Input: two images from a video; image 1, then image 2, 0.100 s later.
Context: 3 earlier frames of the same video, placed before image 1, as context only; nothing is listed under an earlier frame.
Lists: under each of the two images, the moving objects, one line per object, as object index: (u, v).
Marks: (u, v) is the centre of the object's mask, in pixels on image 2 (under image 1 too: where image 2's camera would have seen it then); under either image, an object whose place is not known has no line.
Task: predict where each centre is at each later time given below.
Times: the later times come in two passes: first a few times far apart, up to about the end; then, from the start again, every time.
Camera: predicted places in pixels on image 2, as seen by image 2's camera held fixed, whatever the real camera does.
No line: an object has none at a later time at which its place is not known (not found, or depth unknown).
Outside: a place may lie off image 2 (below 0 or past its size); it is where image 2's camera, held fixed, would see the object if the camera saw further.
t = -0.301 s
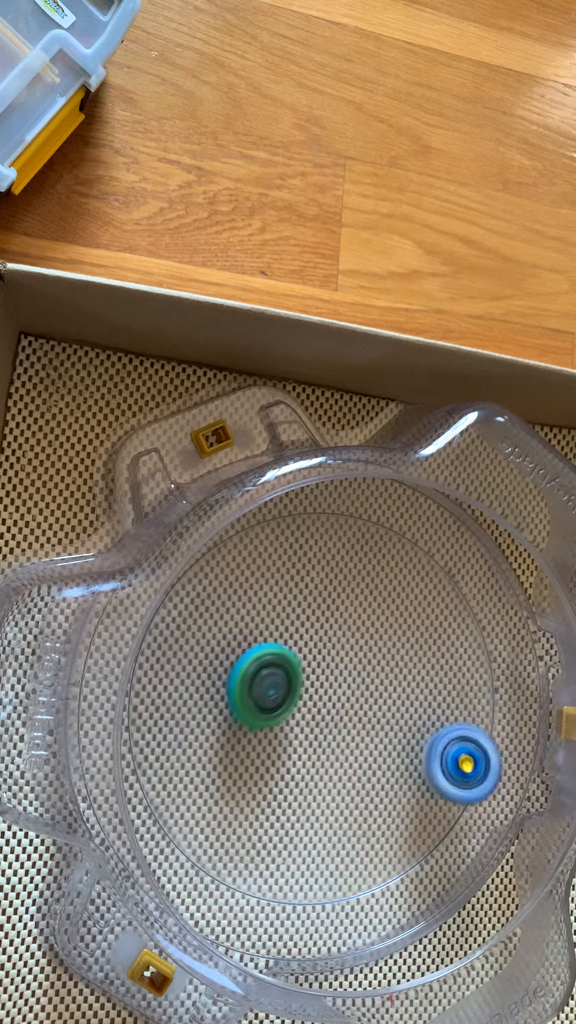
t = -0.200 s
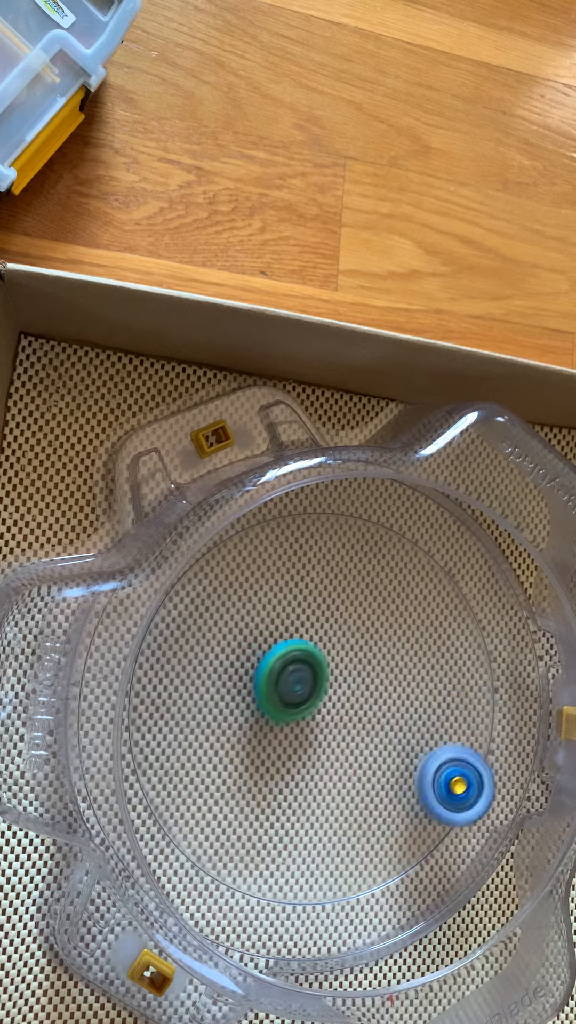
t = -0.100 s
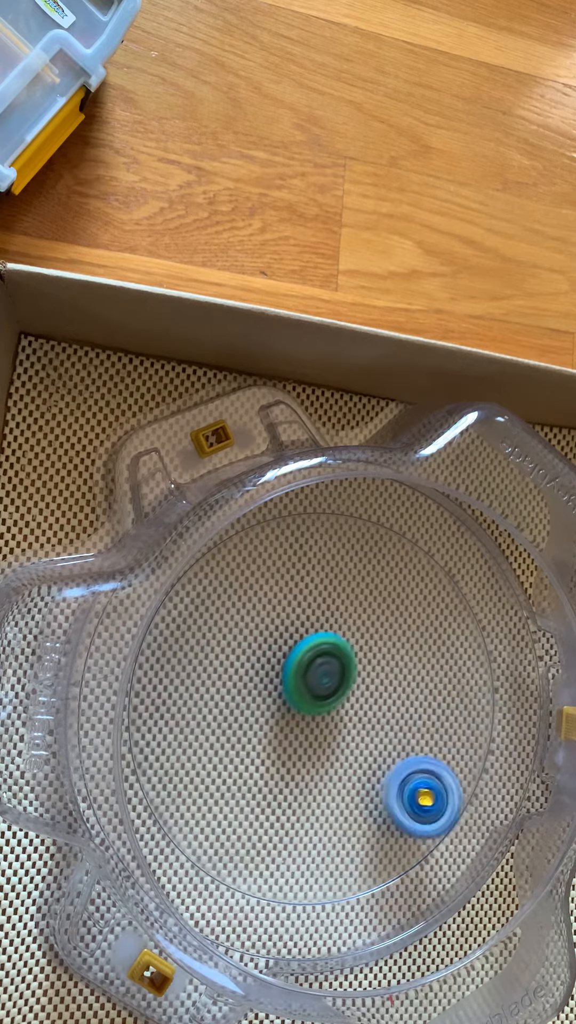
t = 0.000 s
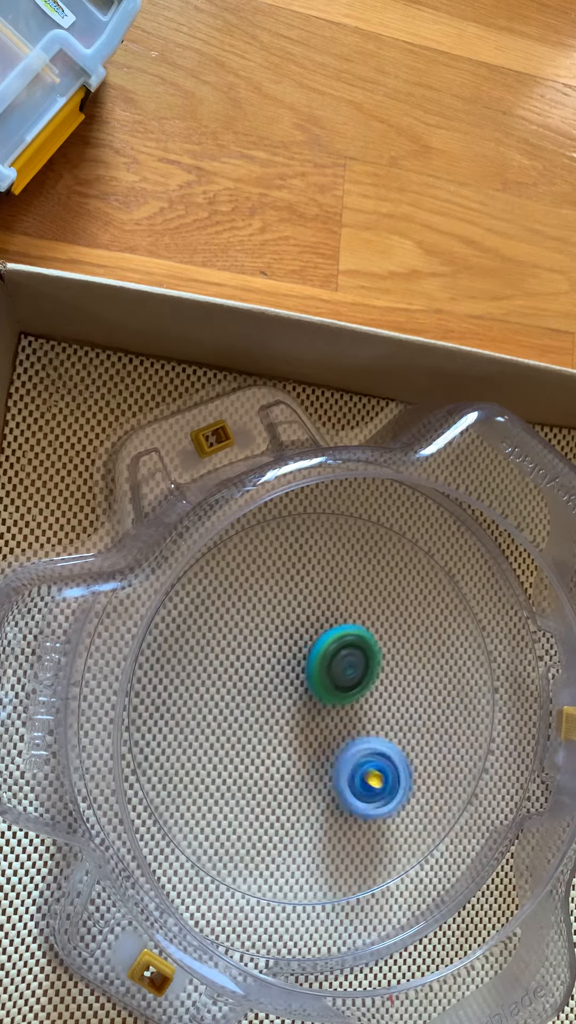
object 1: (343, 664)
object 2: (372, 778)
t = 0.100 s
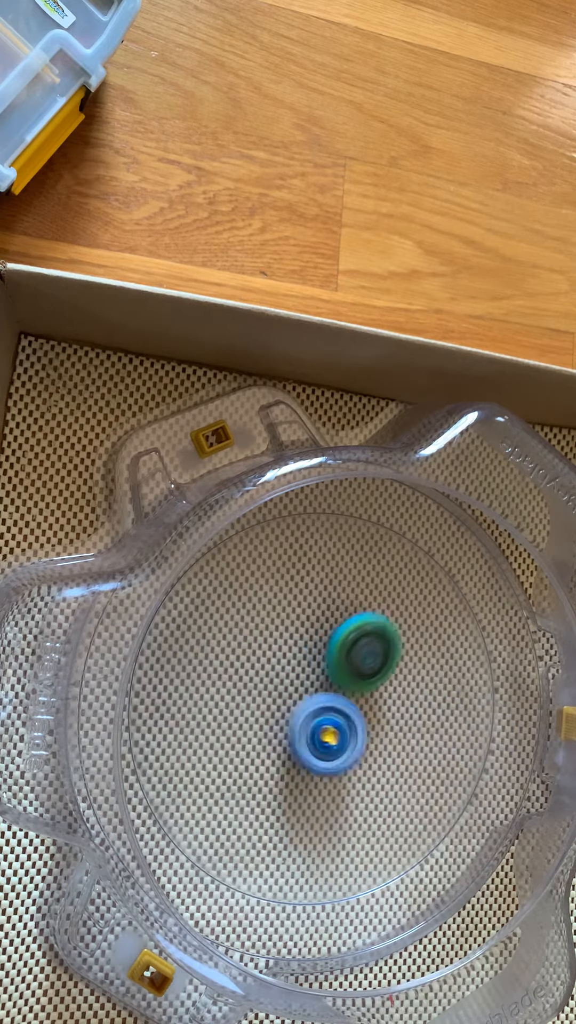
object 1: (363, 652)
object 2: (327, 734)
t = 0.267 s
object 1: (390, 617)
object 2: (274, 680)
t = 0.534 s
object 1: (364, 649)
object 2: (326, 578)
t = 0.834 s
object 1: (341, 759)
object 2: (395, 685)
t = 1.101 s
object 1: (298, 878)
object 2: (354, 721)
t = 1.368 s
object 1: (294, 724)
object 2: (342, 642)
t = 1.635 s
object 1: (340, 665)
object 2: (427, 630)
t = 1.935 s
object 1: (326, 672)
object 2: (393, 772)
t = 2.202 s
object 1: (347, 692)
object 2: (255, 753)
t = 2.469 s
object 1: (346, 699)
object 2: (241, 624)
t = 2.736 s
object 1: (337, 705)
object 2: (360, 624)
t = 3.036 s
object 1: (313, 738)
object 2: (432, 734)
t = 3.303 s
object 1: (295, 692)
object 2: (332, 838)
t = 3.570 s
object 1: (282, 667)
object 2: (226, 762)
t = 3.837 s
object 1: (354, 664)
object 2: (229, 626)
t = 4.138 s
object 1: (398, 716)
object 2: (350, 593)
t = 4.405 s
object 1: (391, 779)
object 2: (388, 686)
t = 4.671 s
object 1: (332, 826)
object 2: (297, 703)
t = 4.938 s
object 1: (319, 742)
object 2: (291, 621)
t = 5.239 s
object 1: (317, 723)
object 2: (390, 668)
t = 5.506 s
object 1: (290, 723)
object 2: (358, 772)
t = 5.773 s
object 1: (248, 681)
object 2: (286, 759)
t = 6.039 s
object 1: (226, 647)
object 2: (354, 698)
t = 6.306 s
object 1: (280, 675)
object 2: (382, 753)
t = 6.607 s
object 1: (337, 603)
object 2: (317, 816)
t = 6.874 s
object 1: (345, 637)
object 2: (281, 721)
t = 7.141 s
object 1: (400, 668)
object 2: (297, 686)
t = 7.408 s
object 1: (401, 715)
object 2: (310, 701)
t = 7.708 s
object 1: (336, 787)
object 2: (297, 707)
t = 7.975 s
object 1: (280, 810)
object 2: (320, 697)
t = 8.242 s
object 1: (260, 749)
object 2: (345, 717)
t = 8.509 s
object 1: (253, 695)
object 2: (352, 727)
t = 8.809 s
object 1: (260, 658)
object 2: (356, 727)
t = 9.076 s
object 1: (300, 661)
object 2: (339, 738)
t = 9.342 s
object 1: (368, 629)
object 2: (322, 738)
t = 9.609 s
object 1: (385, 663)
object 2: (291, 727)
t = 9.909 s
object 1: (403, 769)
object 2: (281, 669)
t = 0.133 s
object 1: (372, 641)
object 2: (312, 728)
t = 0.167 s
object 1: (379, 632)
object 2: (298, 719)
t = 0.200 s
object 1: (385, 625)
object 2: (287, 708)
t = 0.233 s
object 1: (388, 620)
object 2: (279, 694)
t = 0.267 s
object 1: (390, 617)
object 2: (274, 680)
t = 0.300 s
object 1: (390, 616)
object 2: (272, 664)
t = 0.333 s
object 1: (389, 616)
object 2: (271, 647)
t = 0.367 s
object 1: (387, 617)
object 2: (275, 631)
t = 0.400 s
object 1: (384, 620)
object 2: (280, 616)
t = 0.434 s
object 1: (380, 625)
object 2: (289, 603)
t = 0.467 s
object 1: (374, 631)
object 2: (299, 591)
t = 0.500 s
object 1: (370, 639)
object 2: (312, 584)
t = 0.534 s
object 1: (364, 649)
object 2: (326, 578)
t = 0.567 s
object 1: (358, 660)
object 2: (341, 576)
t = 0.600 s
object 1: (353, 671)
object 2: (355, 580)
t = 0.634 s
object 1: (349, 682)
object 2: (368, 587)
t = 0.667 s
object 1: (347, 694)
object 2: (379, 601)
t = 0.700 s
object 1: (345, 706)
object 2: (388, 615)
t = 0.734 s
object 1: (344, 718)
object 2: (392, 633)
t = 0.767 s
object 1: (344, 729)
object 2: (394, 653)
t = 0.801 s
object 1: (345, 740)
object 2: (393, 672)
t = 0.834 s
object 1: (341, 759)
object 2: (395, 685)
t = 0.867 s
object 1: (337, 777)
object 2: (395, 698)
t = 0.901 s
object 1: (334, 793)
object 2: (391, 711)
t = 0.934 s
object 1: (333, 807)
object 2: (383, 727)
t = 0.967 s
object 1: (332, 818)
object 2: (374, 740)
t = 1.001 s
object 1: (327, 831)
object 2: (367, 744)
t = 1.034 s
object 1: (317, 852)
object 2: (364, 736)
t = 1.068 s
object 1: (307, 868)
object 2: (359, 729)
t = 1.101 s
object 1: (298, 878)
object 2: (354, 721)
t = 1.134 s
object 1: (291, 880)
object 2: (348, 712)
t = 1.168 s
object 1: (283, 871)
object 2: (343, 703)
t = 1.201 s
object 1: (279, 855)
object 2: (338, 692)
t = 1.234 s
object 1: (277, 835)
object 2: (335, 681)
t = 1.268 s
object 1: (276, 809)
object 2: (335, 670)
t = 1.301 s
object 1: (279, 781)
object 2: (336, 659)
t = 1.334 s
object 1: (285, 752)
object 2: (338, 650)
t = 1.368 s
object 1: (294, 724)
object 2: (342, 642)
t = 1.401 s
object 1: (302, 703)
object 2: (350, 630)
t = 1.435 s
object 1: (305, 692)
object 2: (364, 617)
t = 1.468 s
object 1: (310, 684)
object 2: (377, 608)
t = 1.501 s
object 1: (316, 677)
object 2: (390, 604)
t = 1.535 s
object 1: (321, 672)
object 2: (401, 605)
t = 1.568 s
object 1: (327, 668)
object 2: (412, 610)
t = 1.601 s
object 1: (334, 666)
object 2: (421, 618)
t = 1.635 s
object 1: (340, 665)
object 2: (427, 630)
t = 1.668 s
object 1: (346, 664)
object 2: (430, 644)
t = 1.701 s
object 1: (350, 664)
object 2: (430, 660)
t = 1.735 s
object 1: (344, 663)
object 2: (437, 678)
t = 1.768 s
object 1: (338, 663)
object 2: (441, 698)
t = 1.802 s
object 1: (333, 664)
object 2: (439, 715)
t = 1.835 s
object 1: (329, 665)
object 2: (433, 733)
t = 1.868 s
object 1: (327, 667)
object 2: (423, 748)
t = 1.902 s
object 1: (325, 669)
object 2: (409, 761)
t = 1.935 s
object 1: (326, 672)
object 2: (393, 772)
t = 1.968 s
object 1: (326, 674)
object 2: (376, 780)
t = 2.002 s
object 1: (329, 677)
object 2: (357, 784)
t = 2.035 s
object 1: (331, 680)
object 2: (337, 786)
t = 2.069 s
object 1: (335, 683)
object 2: (319, 785)
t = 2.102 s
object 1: (338, 687)
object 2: (300, 780)
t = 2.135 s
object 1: (342, 688)
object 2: (284, 773)
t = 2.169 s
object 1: (345, 691)
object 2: (268, 765)
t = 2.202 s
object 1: (347, 692)
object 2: (255, 753)
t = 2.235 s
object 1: (349, 693)
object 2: (243, 739)
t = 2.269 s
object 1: (349, 694)
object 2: (234, 724)
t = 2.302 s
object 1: (349, 694)
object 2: (228, 708)
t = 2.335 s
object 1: (349, 695)
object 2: (223, 690)
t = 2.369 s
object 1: (349, 696)
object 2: (222, 672)
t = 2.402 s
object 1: (348, 697)
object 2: (225, 656)
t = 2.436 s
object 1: (347, 698)
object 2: (231, 638)
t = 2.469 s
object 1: (346, 699)
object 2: (241, 624)
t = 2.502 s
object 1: (345, 700)
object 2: (252, 612)
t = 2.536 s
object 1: (344, 700)
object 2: (266, 603)
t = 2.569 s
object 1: (343, 701)
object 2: (283, 597)
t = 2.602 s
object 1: (342, 701)
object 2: (298, 595)
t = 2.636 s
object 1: (341, 702)
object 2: (316, 597)
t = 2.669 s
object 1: (340, 703)
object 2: (331, 602)
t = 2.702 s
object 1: (338, 704)
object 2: (346, 611)
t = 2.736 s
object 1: (337, 705)
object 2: (360, 624)
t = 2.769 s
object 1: (333, 711)
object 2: (374, 630)
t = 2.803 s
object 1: (327, 720)
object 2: (391, 636)
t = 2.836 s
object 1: (322, 727)
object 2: (405, 644)
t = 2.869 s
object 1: (319, 732)
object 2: (417, 656)
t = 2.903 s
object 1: (317, 734)
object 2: (425, 669)
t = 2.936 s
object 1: (316, 736)
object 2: (432, 683)
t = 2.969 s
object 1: (315, 737)
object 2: (435, 700)
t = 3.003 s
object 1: (314, 737)
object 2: (435, 717)
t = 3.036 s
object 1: (313, 738)
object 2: (432, 734)
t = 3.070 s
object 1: (313, 738)
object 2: (425, 749)
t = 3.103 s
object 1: (313, 738)
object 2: (414, 764)
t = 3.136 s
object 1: (313, 738)
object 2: (401, 776)
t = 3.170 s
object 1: (312, 738)
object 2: (386, 784)
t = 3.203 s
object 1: (309, 733)
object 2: (371, 795)
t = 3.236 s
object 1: (304, 718)
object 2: (360, 815)
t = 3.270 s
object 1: (299, 704)
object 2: (347, 829)
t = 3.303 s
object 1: (295, 692)
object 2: (332, 838)
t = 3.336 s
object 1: (292, 684)
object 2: (316, 843)
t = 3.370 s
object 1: (290, 676)
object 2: (299, 844)
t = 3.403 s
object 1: (288, 670)
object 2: (281, 840)
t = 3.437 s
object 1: (287, 667)
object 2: (265, 831)
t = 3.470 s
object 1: (286, 666)
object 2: (251, 819)
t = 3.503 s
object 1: (285, 665)
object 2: (239, 802)
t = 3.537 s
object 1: (284, 666)
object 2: (231, 782)
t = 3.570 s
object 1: (282, 667)
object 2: (226, 762)
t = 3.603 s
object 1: (281, 669)
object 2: (226, 739)
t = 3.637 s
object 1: (291, 666)
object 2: (215, 725)
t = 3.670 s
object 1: (305, 664)
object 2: (205, 710)
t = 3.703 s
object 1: (318, 662)
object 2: (200, 694)
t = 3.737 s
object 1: (329, 663)
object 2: (201, 677)
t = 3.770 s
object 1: (339, 663)
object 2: (206, 658)
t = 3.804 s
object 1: (348, 664)
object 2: (216, 640)
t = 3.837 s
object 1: (354, 664)
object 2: (229, 626)
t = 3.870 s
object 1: (359, 665)
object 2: (245, 614)
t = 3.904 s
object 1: (362, 663)
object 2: (263, 605)
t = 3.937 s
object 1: (363, 662)
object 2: (281, 601)
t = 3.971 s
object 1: (363, 660)
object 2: (301, 601)
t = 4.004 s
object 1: (368, 664)
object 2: (314, 597)
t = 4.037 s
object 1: (378, 679)
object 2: (321, 589)
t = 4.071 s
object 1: (386, 691)
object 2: (329, 586)
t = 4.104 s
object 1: (393, 705)
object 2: (339, 588)
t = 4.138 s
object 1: (398, 716)
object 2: (350, 593)
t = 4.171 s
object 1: (401, 725)
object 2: (362, 600)
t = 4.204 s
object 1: (404, 732)
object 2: (372, 612)
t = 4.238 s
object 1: (405, 737)
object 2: (381, 627)
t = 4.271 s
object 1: (405, 740)
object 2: (387, 645)
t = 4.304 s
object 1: (404, 744)
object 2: (390, 661)
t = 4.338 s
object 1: (401, 758)
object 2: (392, 666)
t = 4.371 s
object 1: (397, 770)
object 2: (391, 674)
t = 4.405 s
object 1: (391, 779)
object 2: (388, 686)
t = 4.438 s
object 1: (385, 786)
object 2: (381, 700)
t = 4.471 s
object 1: (378, 795)
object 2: (373, 709)
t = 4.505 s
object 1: (370, 808)
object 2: (363, 711)
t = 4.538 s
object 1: (361, 819)
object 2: (351, 713)
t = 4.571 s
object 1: (353, 825)
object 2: (337, 715)
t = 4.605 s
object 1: (346, 829)
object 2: (323, 713)
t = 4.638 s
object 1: (337, 830)
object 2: (309, 710)
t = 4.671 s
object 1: (332, 826)
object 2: (297, 703)
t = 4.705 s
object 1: (327, 821)
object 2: (286, 695)
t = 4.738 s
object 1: (322, 812)
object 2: (278, 684)
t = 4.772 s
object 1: (319, 802)
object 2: (273, 673)
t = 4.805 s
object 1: (317, 790)
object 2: (270, 660)
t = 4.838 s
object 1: (317, 777)
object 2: (271, 649)
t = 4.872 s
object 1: (317, 765)
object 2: (275, 637)
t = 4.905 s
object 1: (318, 753)
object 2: (281, 628)
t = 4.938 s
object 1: (319, 742)
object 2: (291, 621)
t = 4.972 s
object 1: (320, 732)
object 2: (303, 617)
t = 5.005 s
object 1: (321, 723)
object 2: (315, 617)
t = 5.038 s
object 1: (322, 715)
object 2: (330, 621)
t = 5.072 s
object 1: (322, 711)
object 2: (343, 628)
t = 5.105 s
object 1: (321, 714)
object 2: (355, 628)
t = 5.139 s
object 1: (319, 717)
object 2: (367, 633)
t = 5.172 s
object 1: (319, 719)
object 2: (377, 641)
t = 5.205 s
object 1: (318, 721)
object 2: (385, 653)
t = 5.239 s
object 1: (317, 723)
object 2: (390, 668)
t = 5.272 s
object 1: (317, 723)
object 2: (391, 684)
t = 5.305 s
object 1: (314, 725)
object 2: (391, 700)
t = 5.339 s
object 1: (310, 727)
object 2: (390, 714)
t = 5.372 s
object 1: (306, 727)
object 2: (387, 728)
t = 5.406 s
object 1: (300, 727)
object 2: (384, 742)
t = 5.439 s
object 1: (296, 727)
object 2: (378, 754)
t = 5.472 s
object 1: (293, 726)
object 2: (369, 764)
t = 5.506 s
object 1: (290, 723)
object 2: (358, 772)
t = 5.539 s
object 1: (286, 720)
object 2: (349, 780)
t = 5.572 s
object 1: (282, 716)
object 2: (338, 785)
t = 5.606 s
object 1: (278, 714)
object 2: (326, 786)
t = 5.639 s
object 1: (272, 707)
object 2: (316, 787)
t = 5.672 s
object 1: (265, 700)
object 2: (307, 787)
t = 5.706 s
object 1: (259, 693)
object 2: (298, 781)
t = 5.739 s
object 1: (253, 687)
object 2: (291, 771)
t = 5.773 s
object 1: (248, 681)
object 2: (286, 759)
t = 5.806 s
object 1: (242, 674)
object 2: (287, 747)
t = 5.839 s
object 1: (236, 667)
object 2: (291, 735)
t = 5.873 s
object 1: (231, 659)
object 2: (297, 724)
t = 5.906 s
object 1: (227, 654)
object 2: (307, 715)
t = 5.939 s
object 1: (225, 650)
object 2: (318, 707)
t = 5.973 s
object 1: (225, 648)
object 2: (330, 701)
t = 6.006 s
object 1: (225, 647)
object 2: (342, 698)
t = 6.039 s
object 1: (226, 647)
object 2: (354, 698)
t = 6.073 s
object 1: (230, 648)
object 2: (365, 700)
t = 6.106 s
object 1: (235, 651)
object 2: (375, 703)
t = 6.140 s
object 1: (241, 654)
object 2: (384, 710)
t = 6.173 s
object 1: (247, 658)
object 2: (390, 718)
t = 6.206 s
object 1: (255, 662)
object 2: (394, 727)
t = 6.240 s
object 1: (263, 666)
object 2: (394, 737)
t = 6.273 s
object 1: (271, 670)
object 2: (390, 746)
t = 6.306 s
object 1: (280, 675)
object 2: (382, 753)
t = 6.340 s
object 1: (289, 678)
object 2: (372, 757)
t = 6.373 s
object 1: (297, 681)
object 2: (360, 756)
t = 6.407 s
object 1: (307, 683)
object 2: (347, 753)
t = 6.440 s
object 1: (312, 667)
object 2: (343, 764)
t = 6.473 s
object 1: (316, 647)
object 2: (342, 780)
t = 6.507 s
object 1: (321, 630)
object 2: (339, 794)
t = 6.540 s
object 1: (327, 618)
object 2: (333, 804)
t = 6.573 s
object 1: (333, 609)
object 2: (326, 812)
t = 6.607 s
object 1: (337, 603)
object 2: (317, 816)
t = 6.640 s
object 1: (339, 602)
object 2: (306, 816)
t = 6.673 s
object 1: (341, 603)
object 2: (295, 812)
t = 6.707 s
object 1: (342, 605)
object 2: (285, 803)
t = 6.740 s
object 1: (343, 609)
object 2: (277, 789)
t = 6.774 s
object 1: (344, 615)
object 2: (274, 774)
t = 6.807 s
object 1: (344, 621)
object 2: (273, 756)
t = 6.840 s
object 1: (344, 629)
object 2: (276, 738)
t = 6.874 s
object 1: (345, 637)
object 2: (281, 721)
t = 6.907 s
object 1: (347, 645)
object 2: (288, 705)
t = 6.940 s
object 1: (357, 649)
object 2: (289, 701)
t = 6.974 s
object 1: (372, 649)
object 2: (285, 700)
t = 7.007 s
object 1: (384, 652)
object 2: (284, 699)
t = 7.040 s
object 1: (393, 654)
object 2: (285, 697)
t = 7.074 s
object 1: (398, 659)
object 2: (287, 693)
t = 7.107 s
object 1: (400, 664)
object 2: (292, 689)
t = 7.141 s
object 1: (400, 668)
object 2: (297, 686)
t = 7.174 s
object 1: (399, 672)
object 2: (304, 684)
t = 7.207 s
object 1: (396, 676)
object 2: (312, 683)
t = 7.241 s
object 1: (395, 680)
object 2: (319, 684)
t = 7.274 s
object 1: (398, 687)
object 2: (319, 686)
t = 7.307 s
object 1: (402, 694)
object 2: (316, 690)
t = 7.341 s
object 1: (405, 702)
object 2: (314, 694)
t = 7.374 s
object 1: (404, 709)
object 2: (313, 698)
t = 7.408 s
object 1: (401, 715)
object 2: (310, 701)
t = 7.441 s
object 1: (397, 721)
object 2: (308, 705)
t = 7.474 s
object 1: (392, 728)
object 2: (305, 707)
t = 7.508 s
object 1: (386, 734)
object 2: (304, 709)
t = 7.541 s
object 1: (379, 742)
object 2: (302, 710)
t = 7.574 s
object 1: (371, 751)
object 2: (301, 711)
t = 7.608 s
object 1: (362, 760)
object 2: (300, 711)
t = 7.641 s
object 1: (353, 769)
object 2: (299, 711)
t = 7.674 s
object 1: (344, 779)
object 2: (298, 710)
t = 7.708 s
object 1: (336, 787)
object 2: (297, 707)
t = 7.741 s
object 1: (327, 795)
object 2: (298, 705)
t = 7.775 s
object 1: (319, 802)
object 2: (299, 702)
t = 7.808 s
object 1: (311, 807)
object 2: (301, 699)
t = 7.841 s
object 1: (303, 812)
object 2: (304, 697)
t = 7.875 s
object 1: (297, 814)
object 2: (308, 695)
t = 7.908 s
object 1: (290, 814)
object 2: (312, 695)
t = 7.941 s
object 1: (285, 813)
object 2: (316, 696)
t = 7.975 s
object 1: (280, 810)
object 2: (320, 697)
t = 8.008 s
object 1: (276, 805)
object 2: (323, 699)
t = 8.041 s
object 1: (273, 800)
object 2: (327, 701)
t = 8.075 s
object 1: (271, 792)
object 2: (330, 705)
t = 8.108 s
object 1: (270, 783)
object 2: (331, 708)
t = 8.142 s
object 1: (269, 774)
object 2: (333, 712)
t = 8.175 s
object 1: (268, 764)
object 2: (335, 715)
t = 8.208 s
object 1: (264, 756)
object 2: (340, 716)
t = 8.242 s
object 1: (260, 749)
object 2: (345, 717)
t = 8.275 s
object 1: (257, 741)
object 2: (351, 718)
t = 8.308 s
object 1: (254, 734)
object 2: (354, 719)
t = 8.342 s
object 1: (252, 726)
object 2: (357, 721)
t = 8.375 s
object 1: (251, 719)
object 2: (358, 723)
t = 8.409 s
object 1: (250, 713)
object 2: (358, 725)
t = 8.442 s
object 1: (250, 706)
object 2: (357, 726)
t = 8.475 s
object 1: (251, 701)
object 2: (355, 727)
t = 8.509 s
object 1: (253, 695)
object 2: (352, 727)
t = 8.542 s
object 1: (255, 690)
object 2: (348, 725)
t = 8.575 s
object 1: (257, 685)
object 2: (344, 723)
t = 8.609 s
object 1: (259, 682)
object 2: (340, 720)
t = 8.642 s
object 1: (262, 679)
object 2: (336, 717)
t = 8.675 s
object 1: (265, 677)
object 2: (334, 713)
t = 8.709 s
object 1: (261, 670)
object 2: (339, 715)
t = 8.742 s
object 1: (259, 664)
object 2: (345, 718)
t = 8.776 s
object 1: (259, 659)
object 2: (351, 722)
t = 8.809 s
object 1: (260, 658)
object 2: (356, 727)
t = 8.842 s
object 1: (263, 656)
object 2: (360, 732)
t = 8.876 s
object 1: (266, 656)
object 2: (361, 736)
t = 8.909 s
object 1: (269, 656)
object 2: (359, 741)
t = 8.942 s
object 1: (273, 657)
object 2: (357, 744)
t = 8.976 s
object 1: (278, 658)
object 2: (353, 745)
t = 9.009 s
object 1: (284, 659)
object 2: (348, 744)
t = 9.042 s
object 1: (292, 660)
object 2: (343, 742)
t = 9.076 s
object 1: (300, 661)
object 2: (339, 738)
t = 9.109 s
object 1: (309, 661)
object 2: (336, 734)
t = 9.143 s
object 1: (316, 654)
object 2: (334, 736)
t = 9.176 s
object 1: (324, 649)
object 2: (333, 736)
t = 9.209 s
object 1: (331, 648)
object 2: (331, 733)
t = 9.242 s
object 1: (340, 645)
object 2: (330, 727)
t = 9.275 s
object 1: (347, 641)
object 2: (329, 727)
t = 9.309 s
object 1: (358, 633)
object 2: (326, 732)
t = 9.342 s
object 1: (368, 629)
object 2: (322, 738)
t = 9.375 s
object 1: (377, 629)
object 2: (318, 744)
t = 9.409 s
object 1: (385, 630)
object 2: (313, 748)
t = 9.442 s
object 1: (388, 632)
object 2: (307, 751)
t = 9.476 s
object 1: (388, 636)
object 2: (301, 750)
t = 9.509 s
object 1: (389, 642)
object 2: (296, 746)
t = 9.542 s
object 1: (388, 649)
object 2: (293, 742)
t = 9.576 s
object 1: (388, 656)
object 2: (291, 735)
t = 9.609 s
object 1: (385, 663)
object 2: (291, 727)
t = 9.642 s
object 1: (382, 673)
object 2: (293, 719)
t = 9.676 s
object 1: (380, 685)
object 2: (297, 711)
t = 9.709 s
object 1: (379, 697)
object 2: (304, 703)
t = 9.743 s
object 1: (386, 708)
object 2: (300, 698)
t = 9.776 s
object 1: (391, 722)
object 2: (293, 692)
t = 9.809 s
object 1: (398, 735)
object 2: (289, 687)
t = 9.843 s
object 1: (402, 749)
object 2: (284, 681)
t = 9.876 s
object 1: (403, 758)
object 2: (282, 675)
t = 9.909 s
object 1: (403, 769)
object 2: (281, 669)
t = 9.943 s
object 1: (401, 777)
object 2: (283, 663)
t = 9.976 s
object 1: (398, 781)
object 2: (287, 659)
